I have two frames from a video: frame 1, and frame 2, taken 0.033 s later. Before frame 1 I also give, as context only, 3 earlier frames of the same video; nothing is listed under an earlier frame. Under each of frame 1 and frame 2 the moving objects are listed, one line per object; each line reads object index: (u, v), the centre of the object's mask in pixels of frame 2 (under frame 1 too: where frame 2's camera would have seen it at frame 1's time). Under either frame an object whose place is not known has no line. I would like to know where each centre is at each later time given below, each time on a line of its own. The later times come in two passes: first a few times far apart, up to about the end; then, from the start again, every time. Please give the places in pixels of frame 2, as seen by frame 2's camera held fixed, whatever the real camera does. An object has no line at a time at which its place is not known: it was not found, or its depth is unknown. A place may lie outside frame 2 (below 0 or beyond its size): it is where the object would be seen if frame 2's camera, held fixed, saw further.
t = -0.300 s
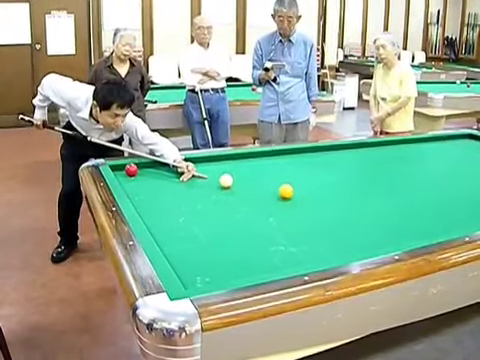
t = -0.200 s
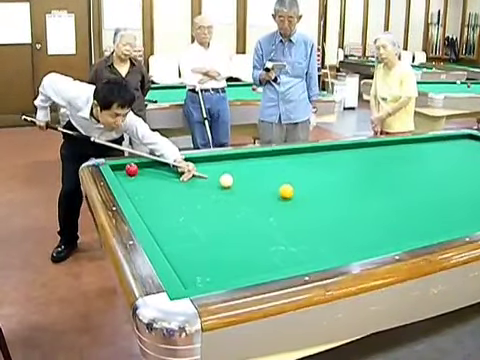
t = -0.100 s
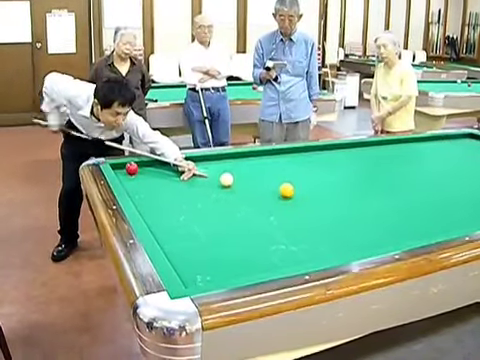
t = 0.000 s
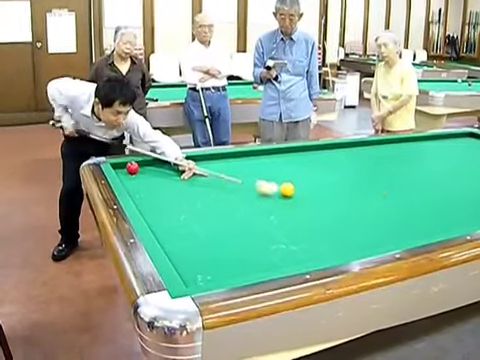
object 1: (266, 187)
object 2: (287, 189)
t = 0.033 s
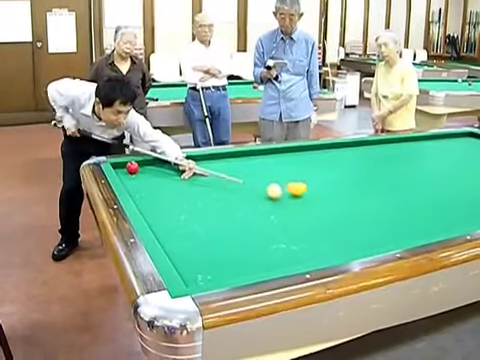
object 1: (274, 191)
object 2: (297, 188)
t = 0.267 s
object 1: (303, 221)
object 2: (378, 188)
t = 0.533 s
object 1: (323, 243)
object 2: (447, 189)
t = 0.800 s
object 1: (274, 222)
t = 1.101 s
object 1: (233, 205)
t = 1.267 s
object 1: (213, 197)
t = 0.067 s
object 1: (276, 194)
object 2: (310, 188)
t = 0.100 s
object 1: (279, 199)
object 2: (322, 188)
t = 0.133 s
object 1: (282, 203)
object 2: (335, 188)
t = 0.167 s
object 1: (286, 207)
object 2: (346, 188)
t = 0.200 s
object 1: (291, 212)
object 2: (357, 188)
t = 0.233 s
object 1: (297, 217)
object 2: (368, 189)
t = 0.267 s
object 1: (303, 221)
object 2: (378, 188)
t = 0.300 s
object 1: (309, 227)
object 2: (387, 188)
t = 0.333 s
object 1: (316, 232)
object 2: (396, 188)
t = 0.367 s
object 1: (324, 237)
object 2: (405, 188)
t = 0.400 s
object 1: (331, 243)
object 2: (414, 188)
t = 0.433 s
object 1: (339, 248)
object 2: (422, 188)
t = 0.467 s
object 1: (339, 249)
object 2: (430, 188)
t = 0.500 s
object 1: (331, 246)
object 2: (439, 188)
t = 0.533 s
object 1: (323, 243)
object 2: (447, 189)
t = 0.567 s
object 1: (315, 240)
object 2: (455, 189)
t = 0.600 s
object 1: (308, 236)
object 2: (463, 189)
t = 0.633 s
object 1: (301, 234)
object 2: (471, 189)
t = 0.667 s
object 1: (296, 231)
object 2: (475, 189)
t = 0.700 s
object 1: (290, 228)
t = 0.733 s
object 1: (284, 226)
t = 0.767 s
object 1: (279, 224)
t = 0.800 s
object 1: (274, 222)
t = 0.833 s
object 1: (269, 220)
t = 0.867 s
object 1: (264, 218)
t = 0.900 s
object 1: (260, 216)
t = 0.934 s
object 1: (255, 214)
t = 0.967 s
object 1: (251, 212)
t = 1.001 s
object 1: (246, 211)
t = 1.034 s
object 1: (241, 208)
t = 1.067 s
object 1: (237, 207)
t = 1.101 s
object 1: (233, 205)
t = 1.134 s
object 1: (229, 203)
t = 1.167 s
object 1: (225, 202)
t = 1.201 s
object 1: (221, 200)
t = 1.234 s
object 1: (217, 199)
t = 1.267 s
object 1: (213, 197)
